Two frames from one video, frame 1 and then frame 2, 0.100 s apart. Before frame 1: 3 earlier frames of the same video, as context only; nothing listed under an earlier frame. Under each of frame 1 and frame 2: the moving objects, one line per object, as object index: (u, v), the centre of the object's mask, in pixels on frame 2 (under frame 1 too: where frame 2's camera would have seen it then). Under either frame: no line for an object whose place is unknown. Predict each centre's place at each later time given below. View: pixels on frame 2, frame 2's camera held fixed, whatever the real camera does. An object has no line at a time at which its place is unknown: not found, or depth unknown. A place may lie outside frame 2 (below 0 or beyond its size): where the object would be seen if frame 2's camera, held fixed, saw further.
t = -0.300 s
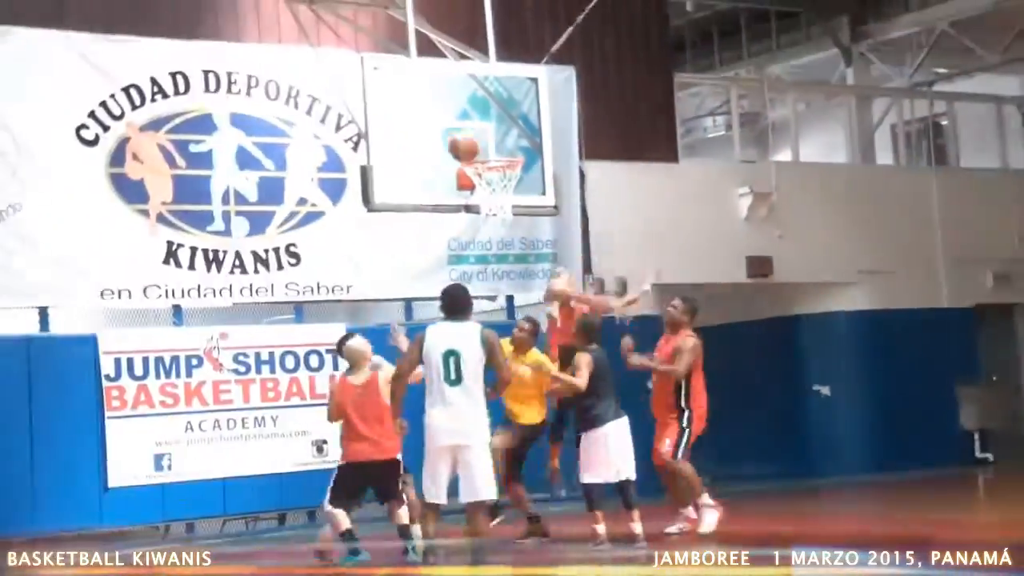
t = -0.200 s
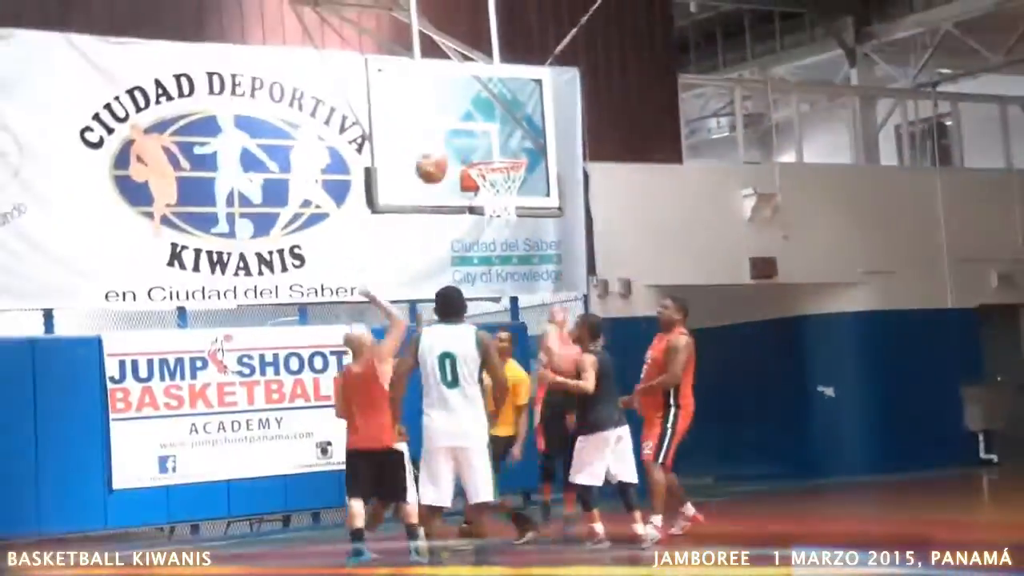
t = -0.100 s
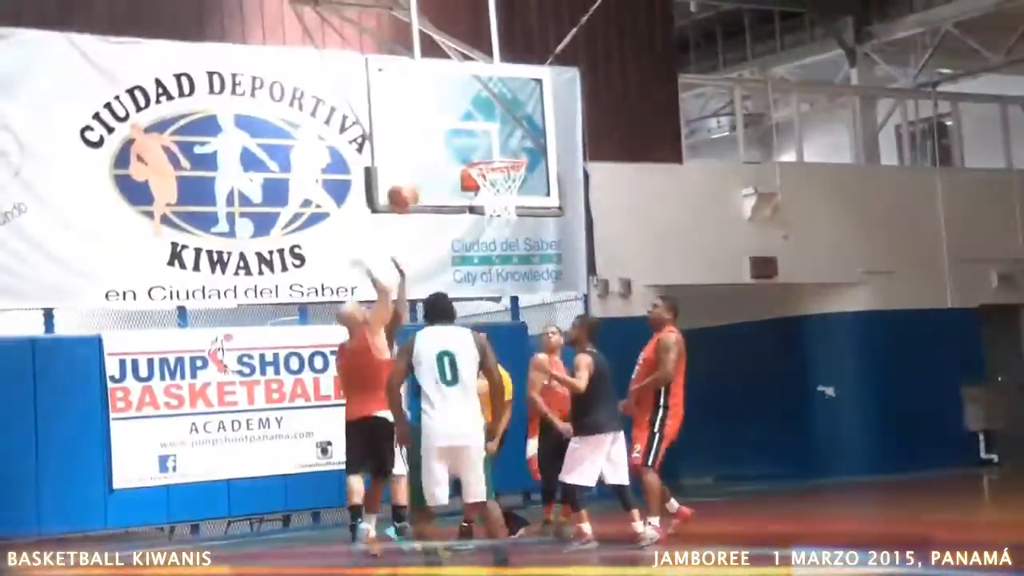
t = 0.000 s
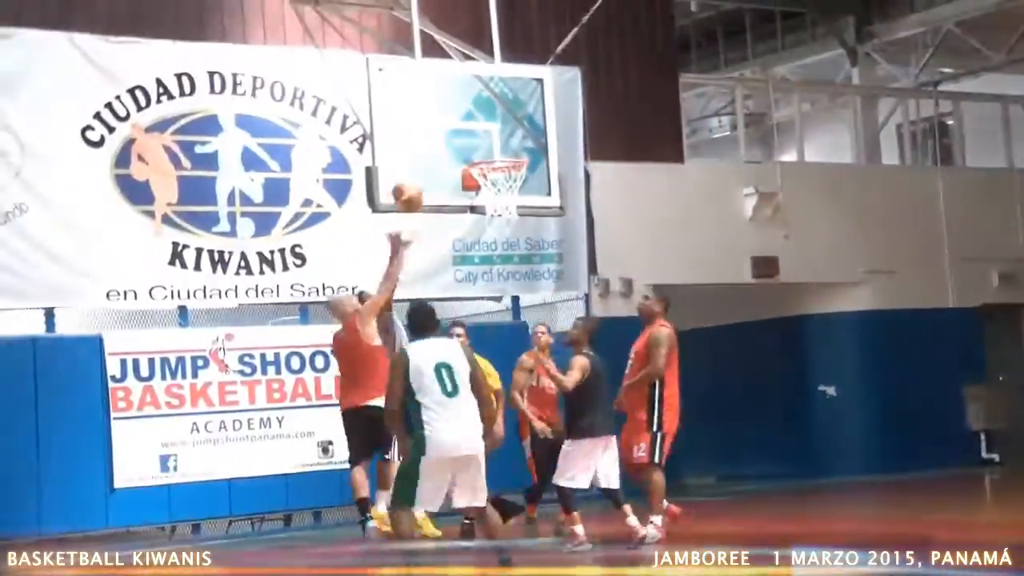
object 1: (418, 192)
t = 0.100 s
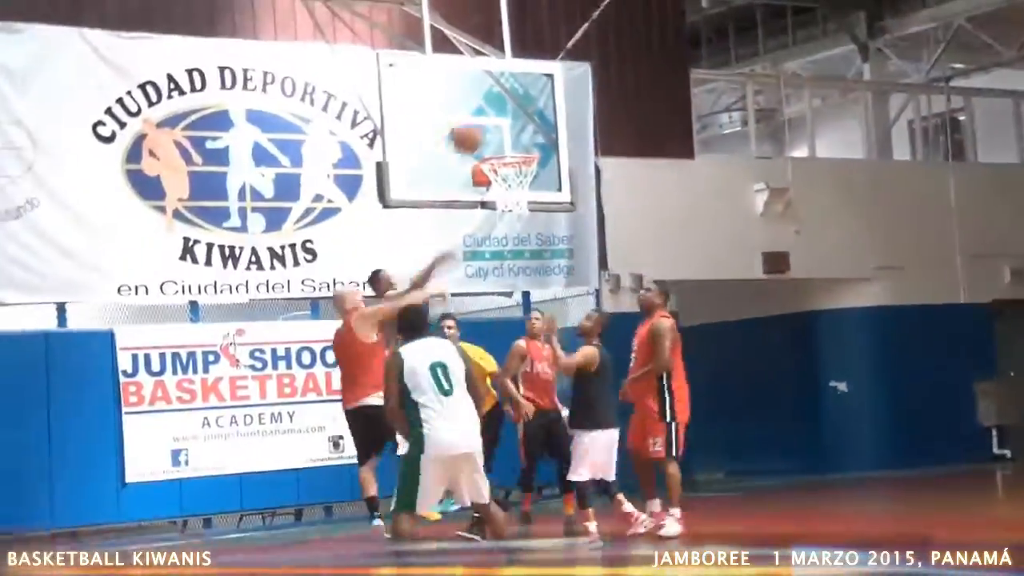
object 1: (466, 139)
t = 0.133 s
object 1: (481, 122)
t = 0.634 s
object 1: (794, 72)
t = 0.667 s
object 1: (821, 85)
